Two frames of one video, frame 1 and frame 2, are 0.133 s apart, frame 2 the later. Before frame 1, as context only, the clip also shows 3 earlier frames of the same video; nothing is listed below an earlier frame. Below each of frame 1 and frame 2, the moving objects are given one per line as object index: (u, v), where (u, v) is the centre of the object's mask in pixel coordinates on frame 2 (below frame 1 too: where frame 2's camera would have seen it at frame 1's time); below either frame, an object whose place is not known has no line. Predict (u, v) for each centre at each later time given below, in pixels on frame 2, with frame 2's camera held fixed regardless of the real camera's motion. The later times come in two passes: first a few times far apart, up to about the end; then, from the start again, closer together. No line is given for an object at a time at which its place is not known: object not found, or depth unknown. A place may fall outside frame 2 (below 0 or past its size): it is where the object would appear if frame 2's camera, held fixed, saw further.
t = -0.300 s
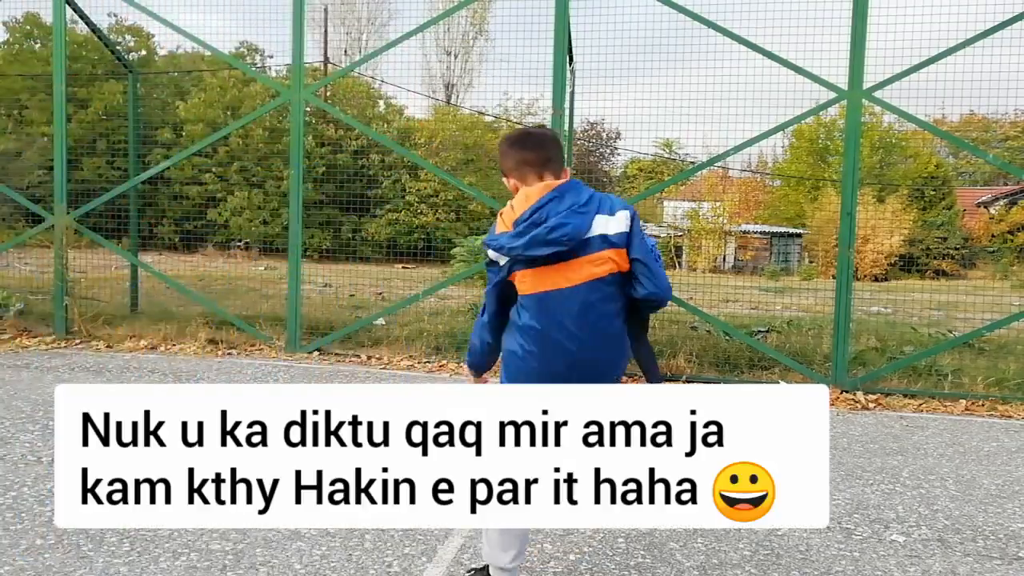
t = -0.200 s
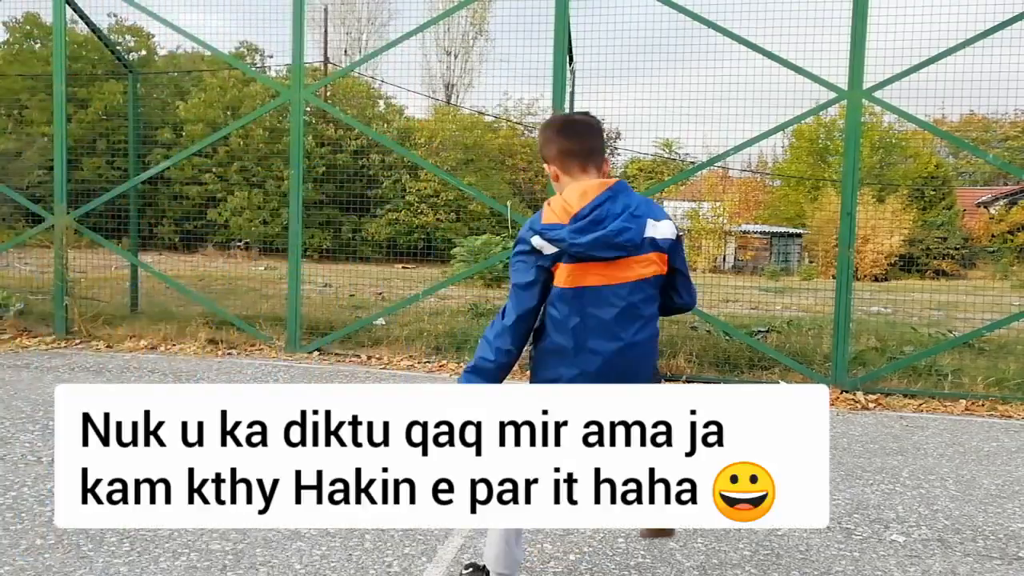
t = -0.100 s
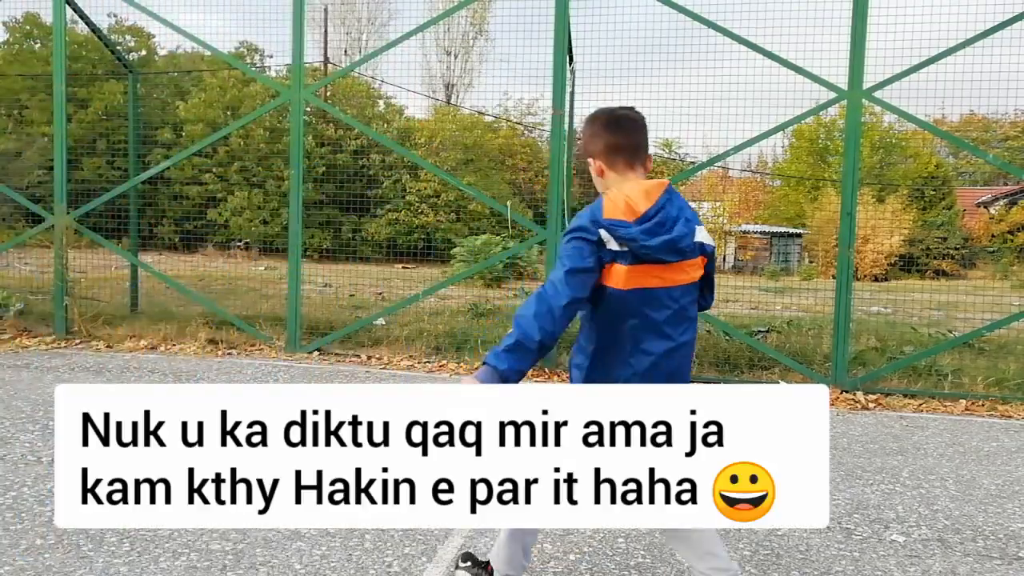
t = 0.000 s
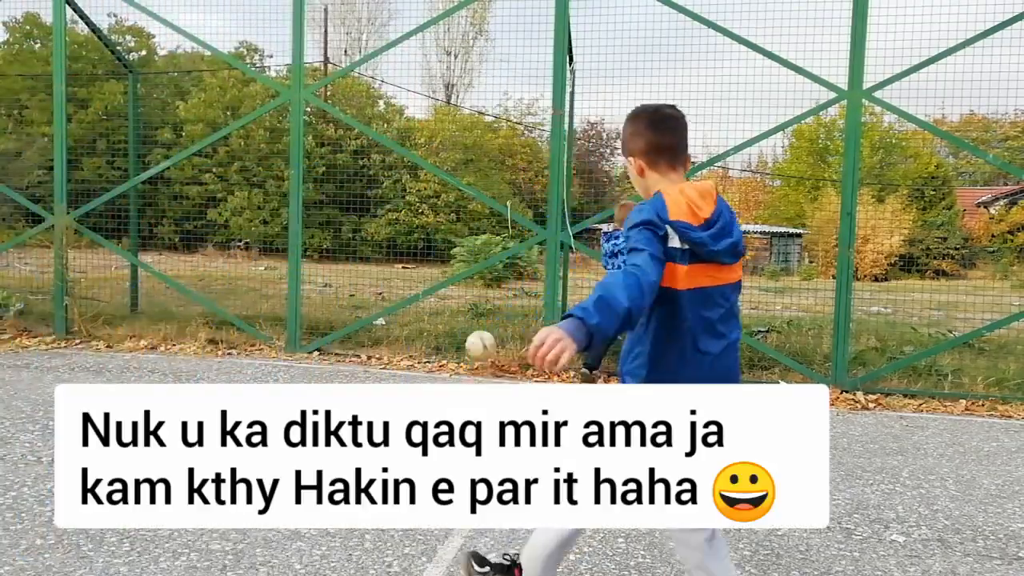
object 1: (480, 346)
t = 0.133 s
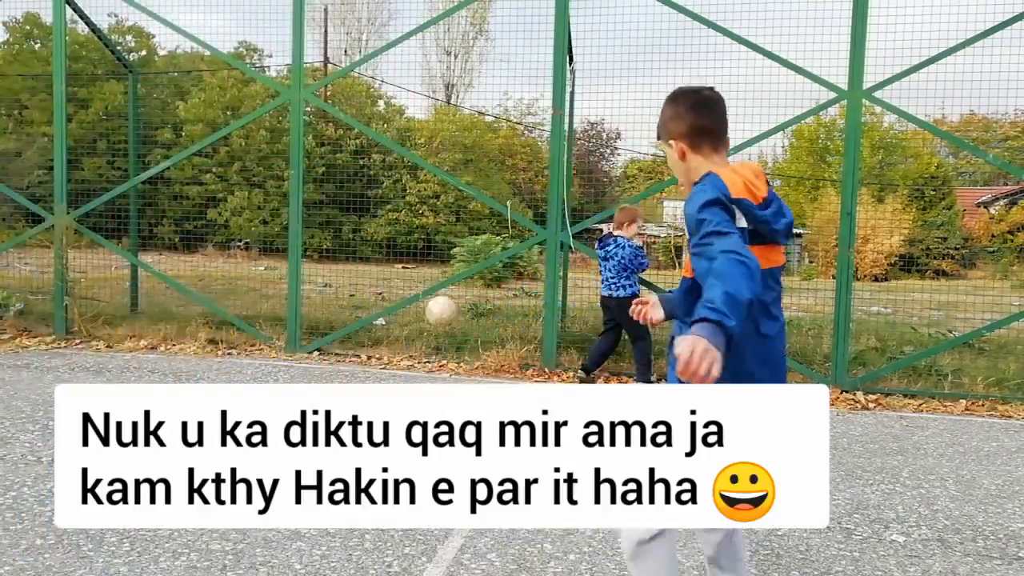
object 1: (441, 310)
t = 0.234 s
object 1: (409, 299)
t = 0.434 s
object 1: (339, 325)
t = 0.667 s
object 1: (248, 348)
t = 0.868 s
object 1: (165, 342)
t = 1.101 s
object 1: (50, 377)
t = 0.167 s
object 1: (432, 305)
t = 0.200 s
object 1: (420, 302)
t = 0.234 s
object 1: (409, 299)
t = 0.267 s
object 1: (399, 300)
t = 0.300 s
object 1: (387, 300)
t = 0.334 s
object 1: (376, 304)
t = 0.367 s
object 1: (363, 309)
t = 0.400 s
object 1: (352, 316)
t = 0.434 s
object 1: (339, 325)
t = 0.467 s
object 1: (326, 335)
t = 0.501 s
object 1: (313, 347)
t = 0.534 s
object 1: (299, 362)
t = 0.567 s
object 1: (286, 371)
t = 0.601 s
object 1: (273, 364)
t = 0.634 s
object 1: (261, 355)
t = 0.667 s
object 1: (248, 348)
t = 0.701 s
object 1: (236, 342)
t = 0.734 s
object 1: (223, 338)
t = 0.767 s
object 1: (209, 336)
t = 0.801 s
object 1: (195, 336)
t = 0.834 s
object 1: (180, 338)
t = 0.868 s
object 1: (165, 342)
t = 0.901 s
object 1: (150, 348)
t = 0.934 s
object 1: (135, 356)
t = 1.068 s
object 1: (70, 375)
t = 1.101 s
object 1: (50, 377)
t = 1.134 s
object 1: (33, 376)
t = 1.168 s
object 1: (19, 375)
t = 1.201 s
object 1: (10, 377)
